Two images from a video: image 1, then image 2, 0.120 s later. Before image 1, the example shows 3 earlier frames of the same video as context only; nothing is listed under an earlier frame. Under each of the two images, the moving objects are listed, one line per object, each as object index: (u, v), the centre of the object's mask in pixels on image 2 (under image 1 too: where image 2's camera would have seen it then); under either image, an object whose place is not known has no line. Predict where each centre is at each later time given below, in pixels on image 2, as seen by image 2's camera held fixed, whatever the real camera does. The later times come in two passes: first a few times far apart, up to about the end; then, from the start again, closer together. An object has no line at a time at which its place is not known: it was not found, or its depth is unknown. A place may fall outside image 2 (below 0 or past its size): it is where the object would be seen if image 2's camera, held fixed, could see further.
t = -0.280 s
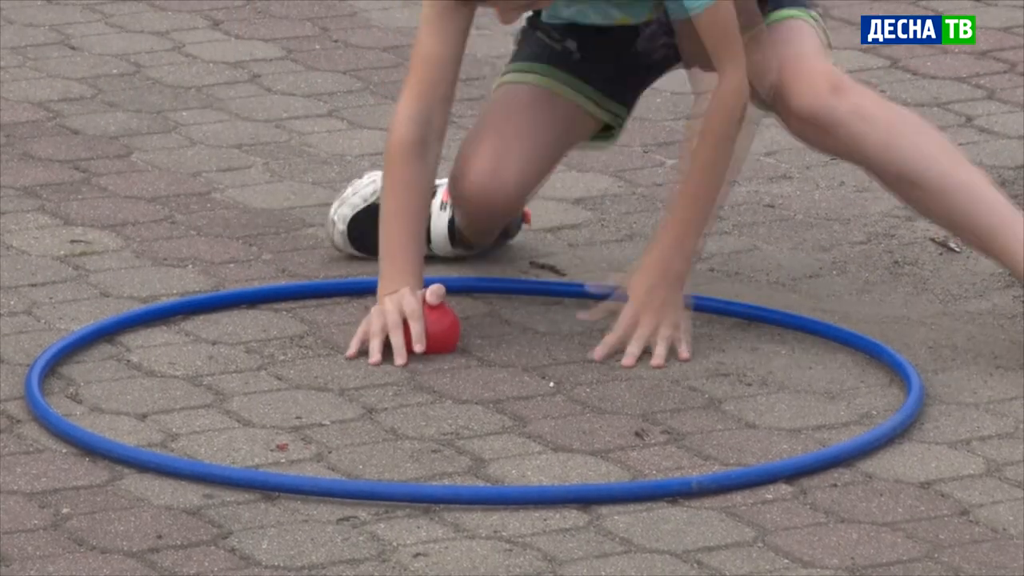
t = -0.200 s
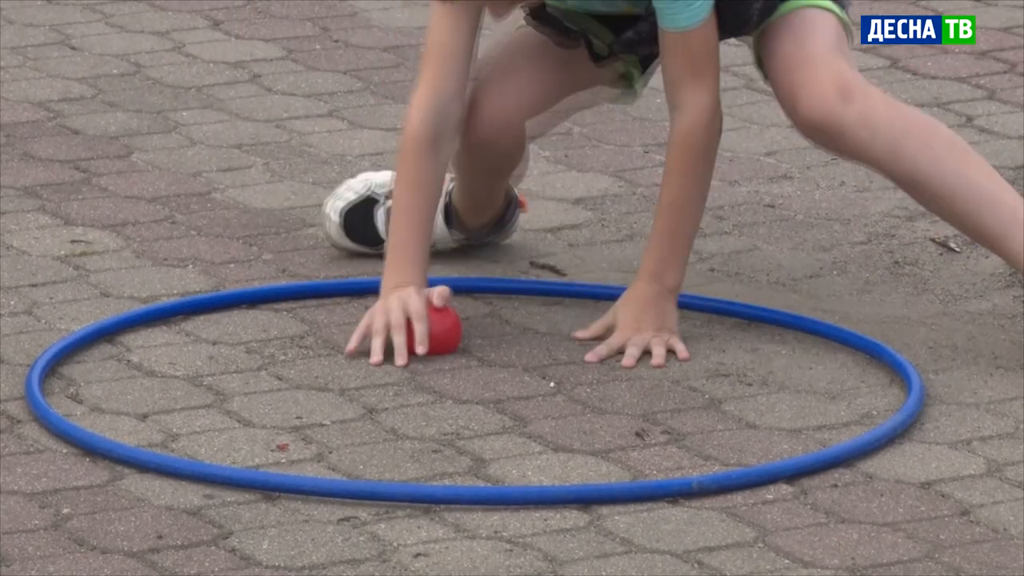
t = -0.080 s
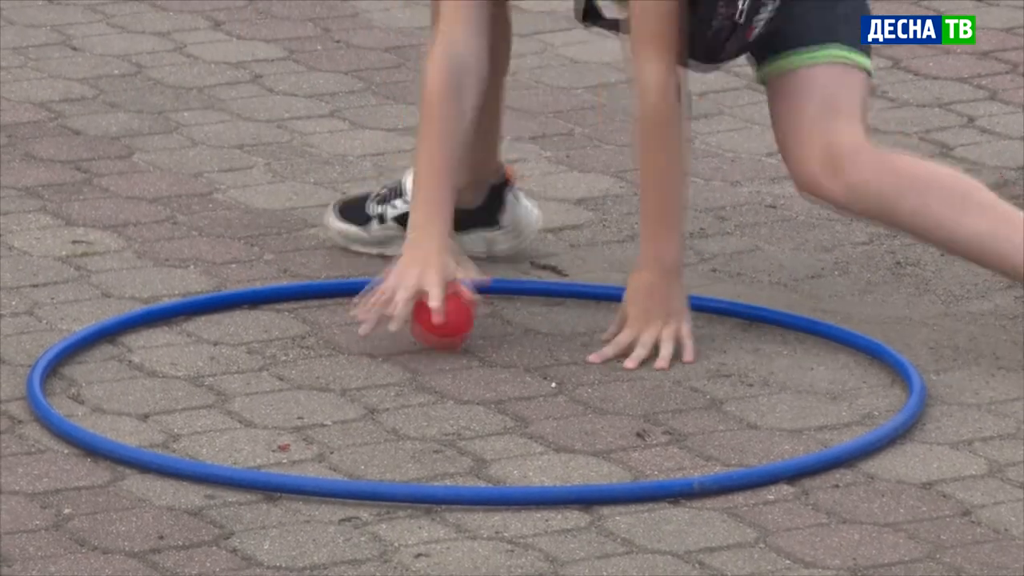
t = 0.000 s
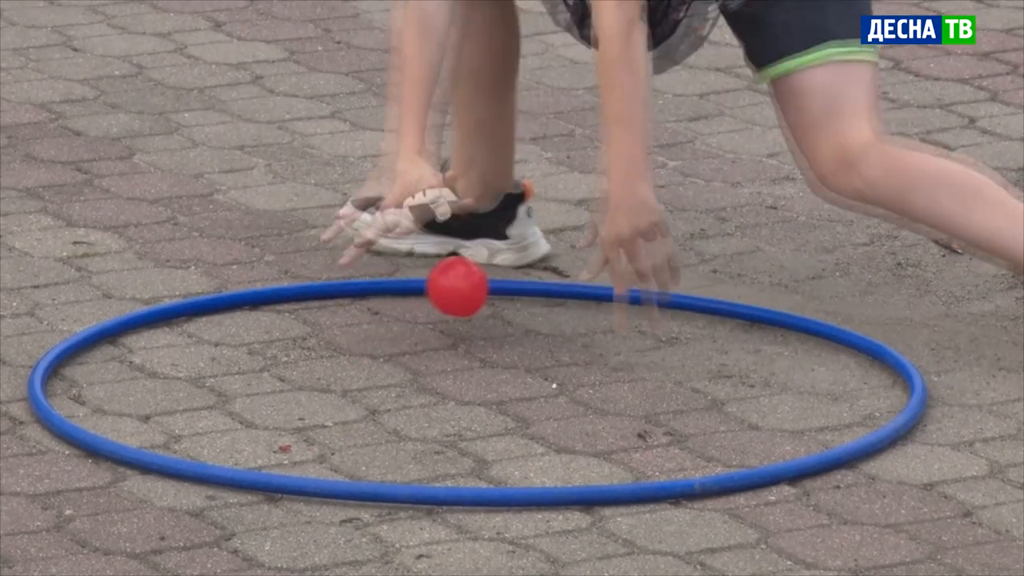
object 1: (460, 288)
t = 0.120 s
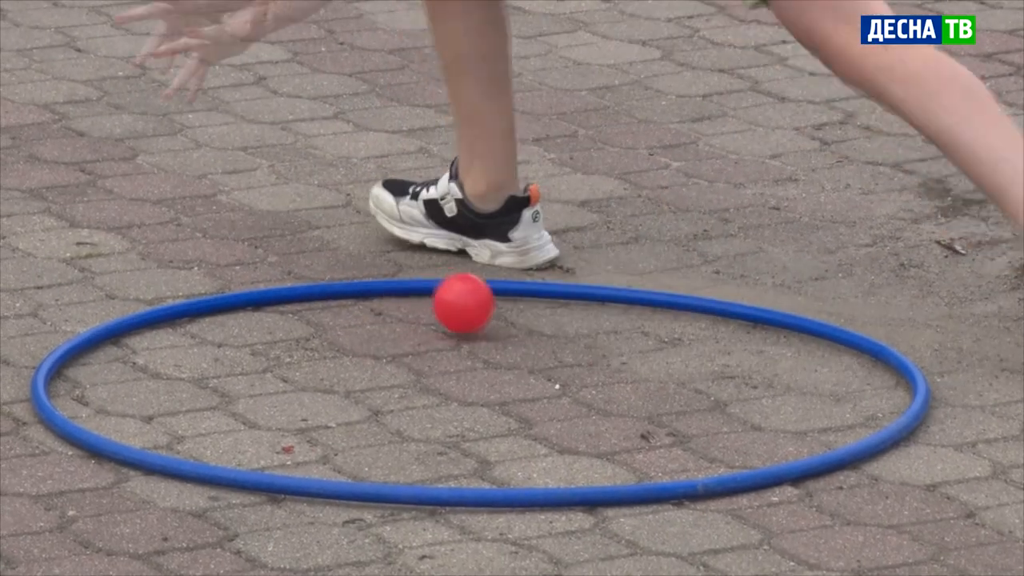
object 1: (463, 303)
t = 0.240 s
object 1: (436, 300)
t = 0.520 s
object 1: (389, 295)
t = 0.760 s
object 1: (343, 292)
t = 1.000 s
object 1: (305, 294)
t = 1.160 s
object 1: (289, 295)
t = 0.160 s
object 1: (455, 303)
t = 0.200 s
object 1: (445, 299)
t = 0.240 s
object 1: (436, 300)
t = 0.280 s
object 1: (429, 299)
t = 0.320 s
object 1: (421, 298)
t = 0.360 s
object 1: (414, 298)
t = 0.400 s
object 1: (408, 297)
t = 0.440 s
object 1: (402, 297)
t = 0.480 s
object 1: (396, 296)
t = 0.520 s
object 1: (389, 295)
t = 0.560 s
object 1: (382, 295)
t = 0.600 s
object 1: (375, 295)
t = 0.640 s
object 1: (367, 296)
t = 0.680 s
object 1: (359, 295)
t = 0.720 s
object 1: (351, 294)
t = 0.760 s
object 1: (343, 292)
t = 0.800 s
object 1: (335, 292)
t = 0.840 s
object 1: (329, 292)
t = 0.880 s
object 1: (323, 293)
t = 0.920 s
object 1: (317, 294)
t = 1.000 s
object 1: (305, 294)
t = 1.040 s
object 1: (301, 294)
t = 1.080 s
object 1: (299, 295)
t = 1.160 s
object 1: (289, 295)
